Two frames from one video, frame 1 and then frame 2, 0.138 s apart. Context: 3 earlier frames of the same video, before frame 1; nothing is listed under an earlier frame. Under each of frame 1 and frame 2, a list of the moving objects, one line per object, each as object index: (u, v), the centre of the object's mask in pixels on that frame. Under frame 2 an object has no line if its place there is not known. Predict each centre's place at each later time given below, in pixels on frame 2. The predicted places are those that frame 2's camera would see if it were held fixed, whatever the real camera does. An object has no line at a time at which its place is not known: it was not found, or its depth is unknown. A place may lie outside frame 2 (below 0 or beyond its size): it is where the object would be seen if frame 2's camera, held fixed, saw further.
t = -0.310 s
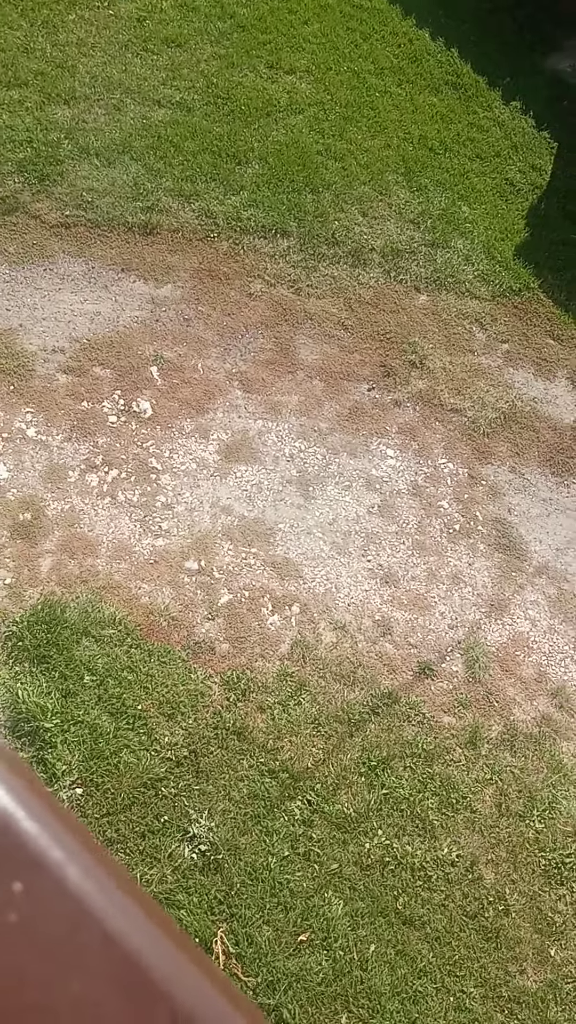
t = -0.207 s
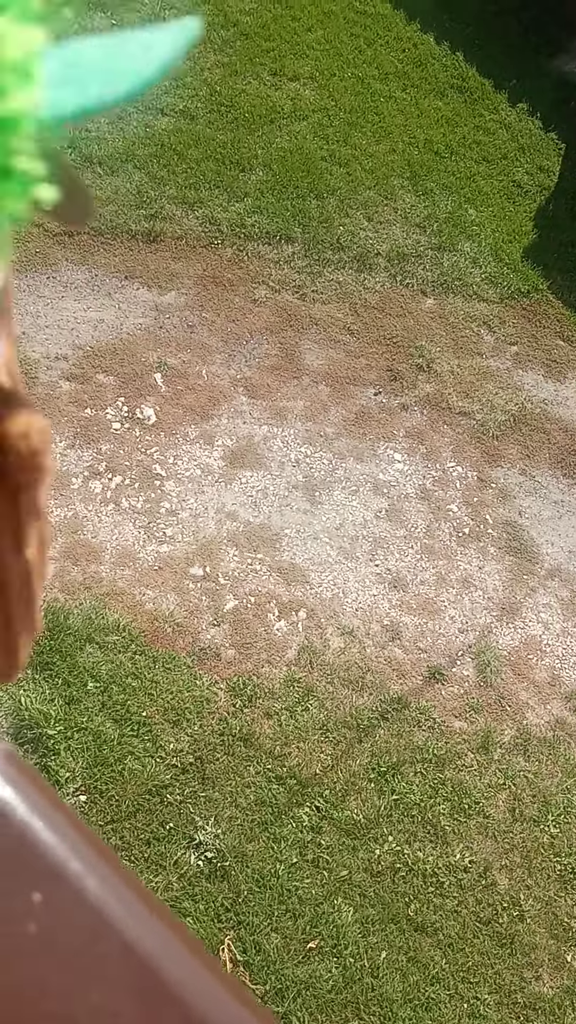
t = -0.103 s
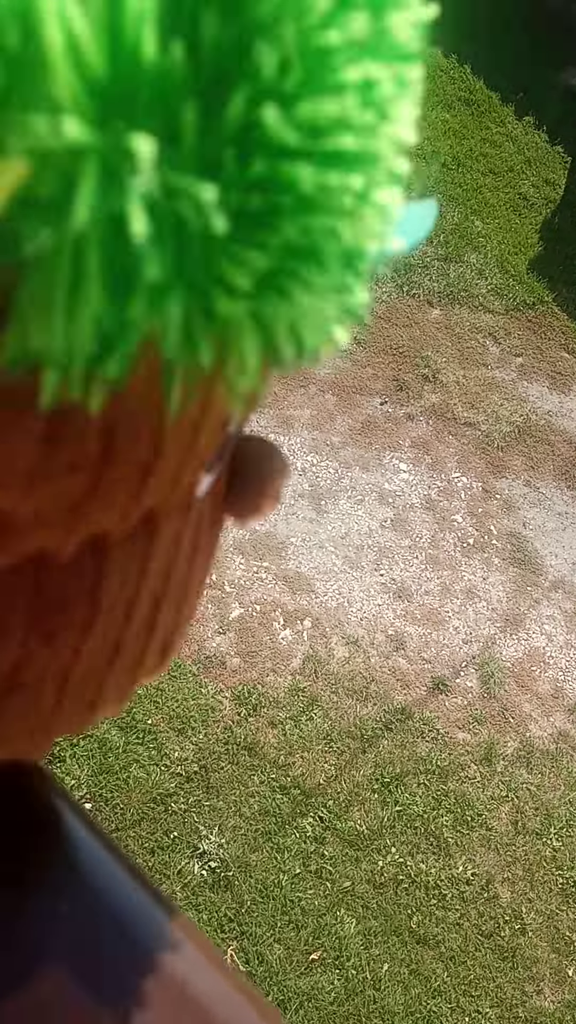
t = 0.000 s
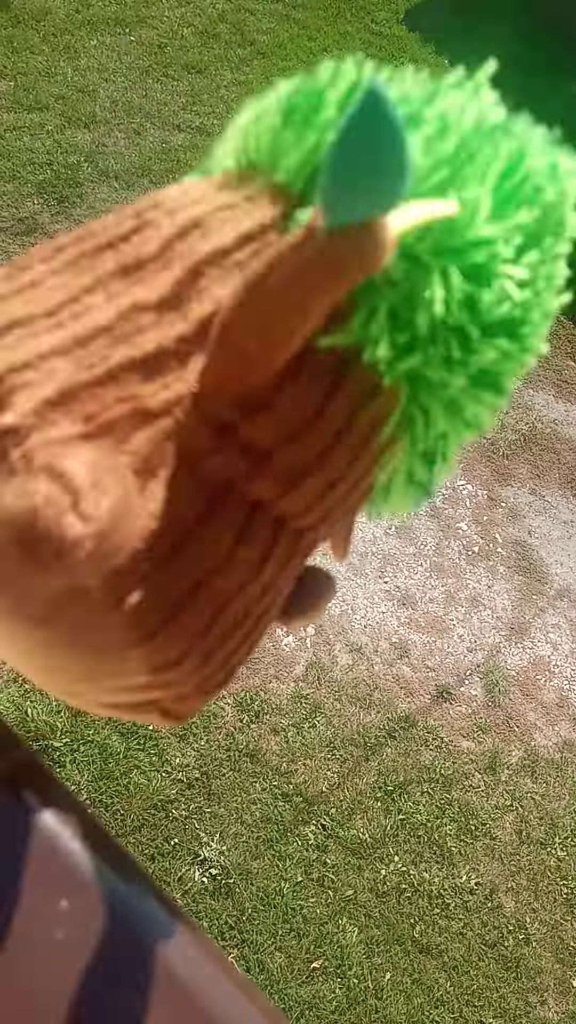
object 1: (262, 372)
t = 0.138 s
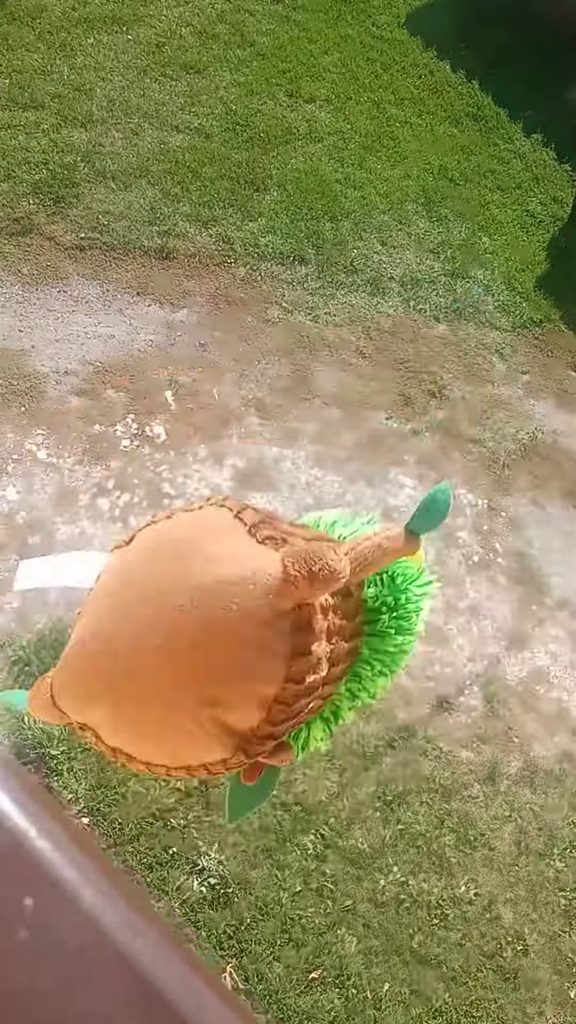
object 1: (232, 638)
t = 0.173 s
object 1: (224, 683)
